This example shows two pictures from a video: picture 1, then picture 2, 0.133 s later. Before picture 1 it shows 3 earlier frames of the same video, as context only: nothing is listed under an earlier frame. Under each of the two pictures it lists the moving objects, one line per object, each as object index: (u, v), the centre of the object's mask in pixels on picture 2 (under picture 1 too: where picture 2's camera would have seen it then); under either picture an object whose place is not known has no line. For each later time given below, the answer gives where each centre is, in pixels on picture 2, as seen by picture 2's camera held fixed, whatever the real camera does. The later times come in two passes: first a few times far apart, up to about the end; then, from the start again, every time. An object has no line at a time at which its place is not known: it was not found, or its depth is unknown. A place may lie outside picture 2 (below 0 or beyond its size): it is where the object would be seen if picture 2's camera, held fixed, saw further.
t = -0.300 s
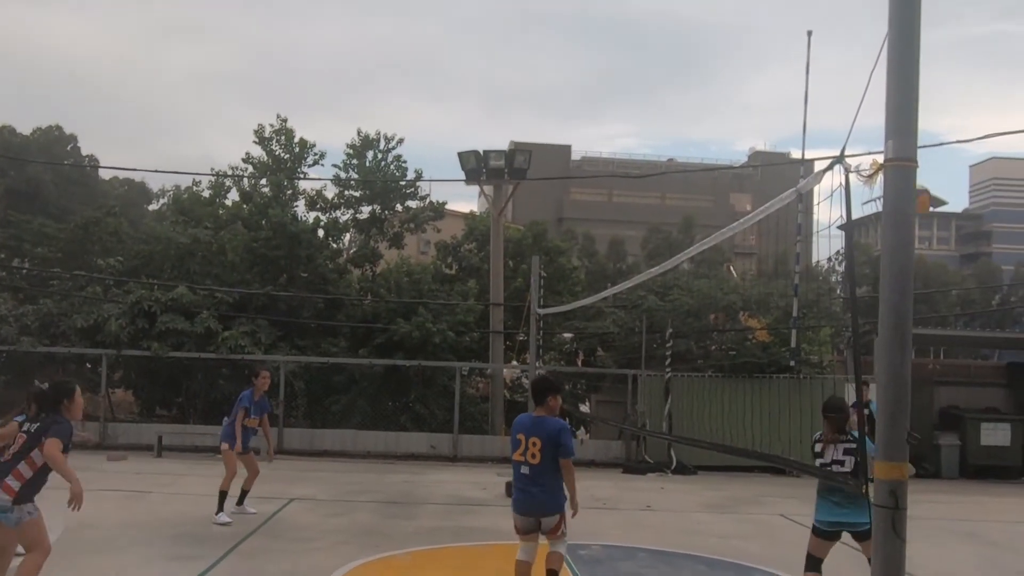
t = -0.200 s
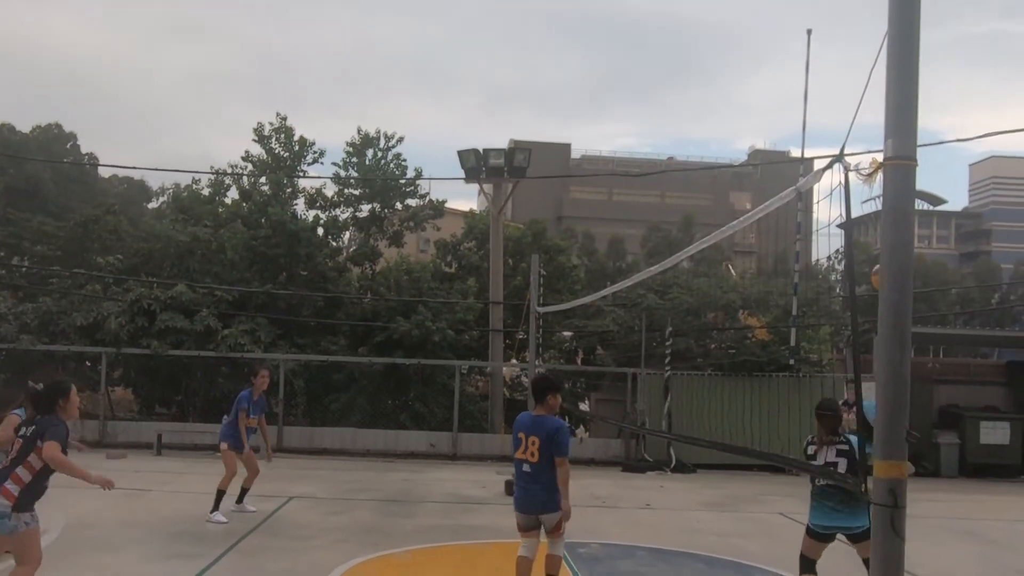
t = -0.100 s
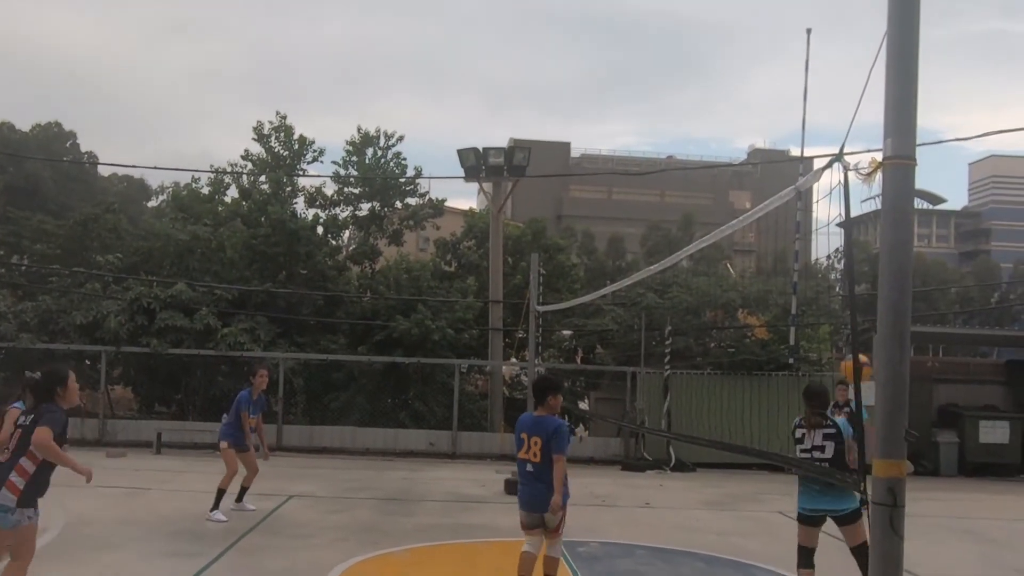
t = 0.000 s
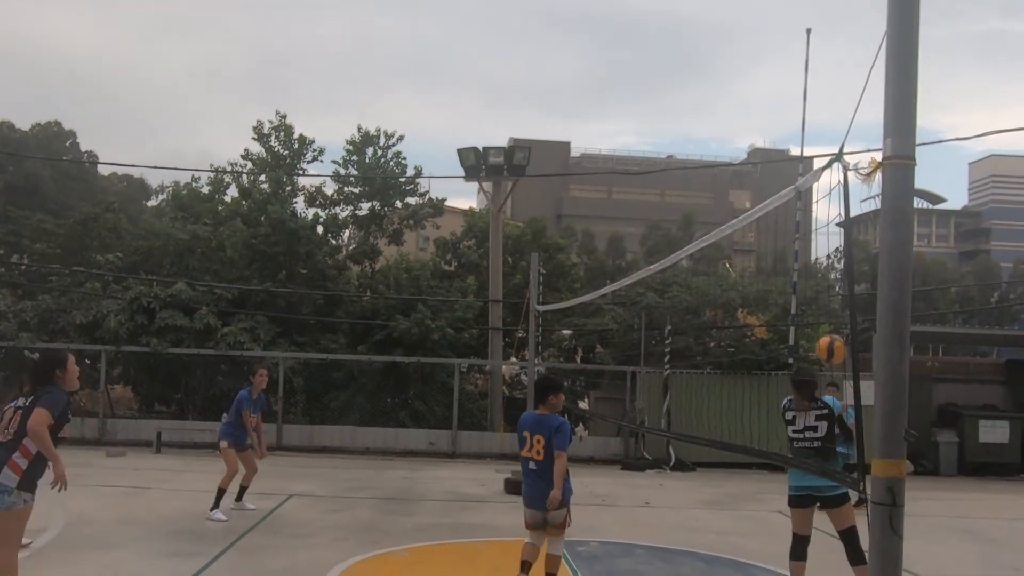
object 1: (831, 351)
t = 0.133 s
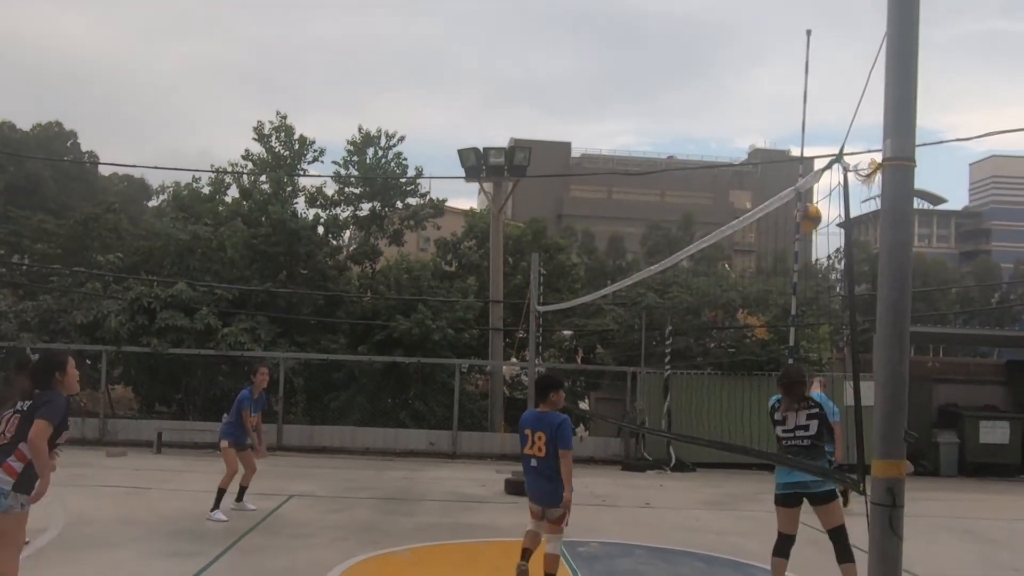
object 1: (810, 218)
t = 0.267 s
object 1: (787, 123)
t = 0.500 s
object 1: (758, 31)
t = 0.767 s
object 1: (729, 14)
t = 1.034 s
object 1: (702, 69)
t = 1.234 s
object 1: (683, 151)
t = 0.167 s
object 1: (805, 194)
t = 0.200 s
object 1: (795, 165)
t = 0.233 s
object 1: (792, 143)
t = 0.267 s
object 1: (787, 123)
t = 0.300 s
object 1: (782, 104)
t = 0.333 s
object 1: (778, 88)
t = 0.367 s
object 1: (774, 73)
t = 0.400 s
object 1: (770, 60)
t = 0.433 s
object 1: (766, 49)
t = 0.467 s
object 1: (762, 39)
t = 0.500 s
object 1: (758, 31)
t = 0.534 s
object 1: (754, 24)
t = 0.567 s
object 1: (750, 19)
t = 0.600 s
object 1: (747, 15)
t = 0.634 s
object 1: (743, 12)
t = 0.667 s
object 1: (740, 11)
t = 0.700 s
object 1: (736, 11)
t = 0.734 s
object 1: (732, 12)
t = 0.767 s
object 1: (729, 14)
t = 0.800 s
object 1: (726, 17)
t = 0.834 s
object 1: (722, 22)
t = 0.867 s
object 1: (719, 27)
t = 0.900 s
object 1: (715, 33)
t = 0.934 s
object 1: (712, 41)
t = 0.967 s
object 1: (709, 50)
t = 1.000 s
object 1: (705, 59)
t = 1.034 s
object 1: (702, 69)
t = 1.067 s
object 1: (699, 80)
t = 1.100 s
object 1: (696, 93)
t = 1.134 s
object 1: (693, 106)
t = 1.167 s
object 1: (689, 120)
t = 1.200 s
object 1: (686, 135)
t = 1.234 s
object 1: (683, 151)
